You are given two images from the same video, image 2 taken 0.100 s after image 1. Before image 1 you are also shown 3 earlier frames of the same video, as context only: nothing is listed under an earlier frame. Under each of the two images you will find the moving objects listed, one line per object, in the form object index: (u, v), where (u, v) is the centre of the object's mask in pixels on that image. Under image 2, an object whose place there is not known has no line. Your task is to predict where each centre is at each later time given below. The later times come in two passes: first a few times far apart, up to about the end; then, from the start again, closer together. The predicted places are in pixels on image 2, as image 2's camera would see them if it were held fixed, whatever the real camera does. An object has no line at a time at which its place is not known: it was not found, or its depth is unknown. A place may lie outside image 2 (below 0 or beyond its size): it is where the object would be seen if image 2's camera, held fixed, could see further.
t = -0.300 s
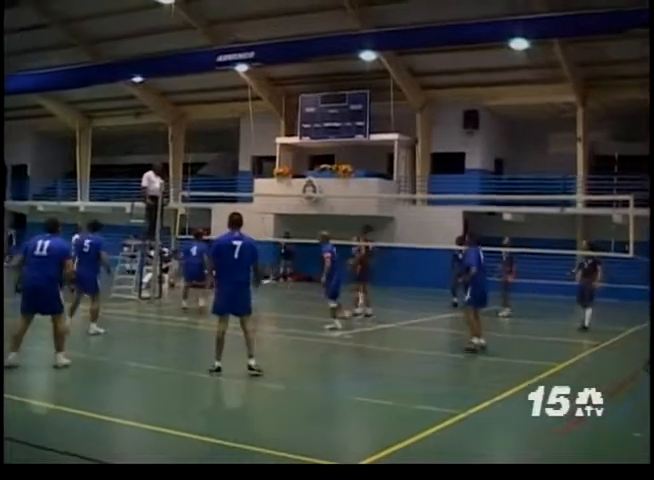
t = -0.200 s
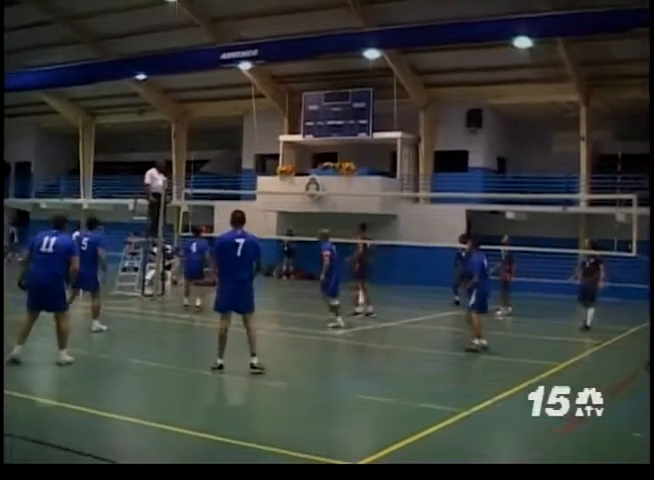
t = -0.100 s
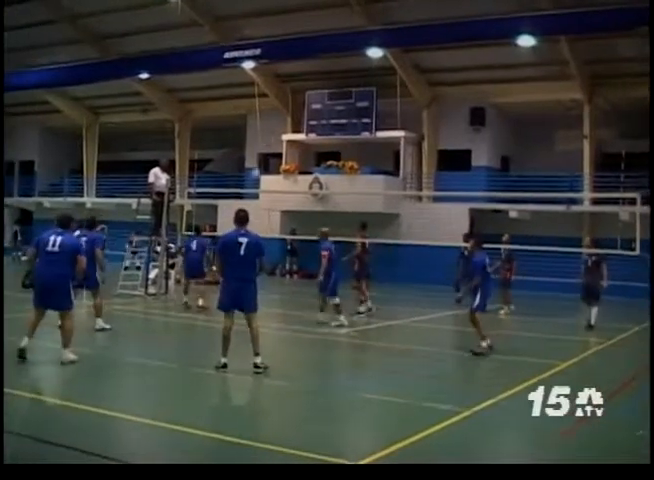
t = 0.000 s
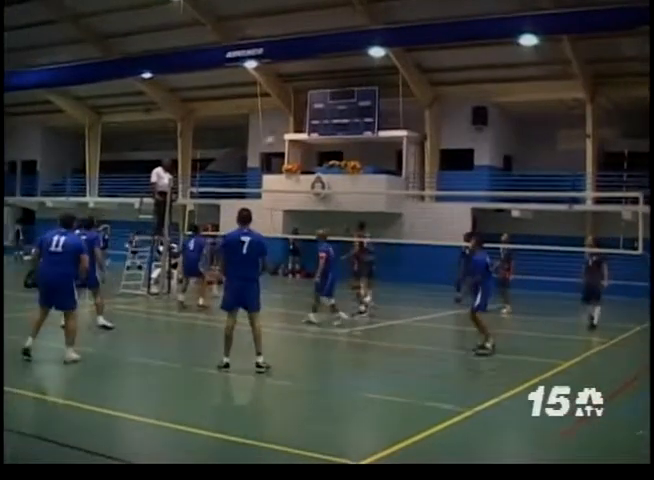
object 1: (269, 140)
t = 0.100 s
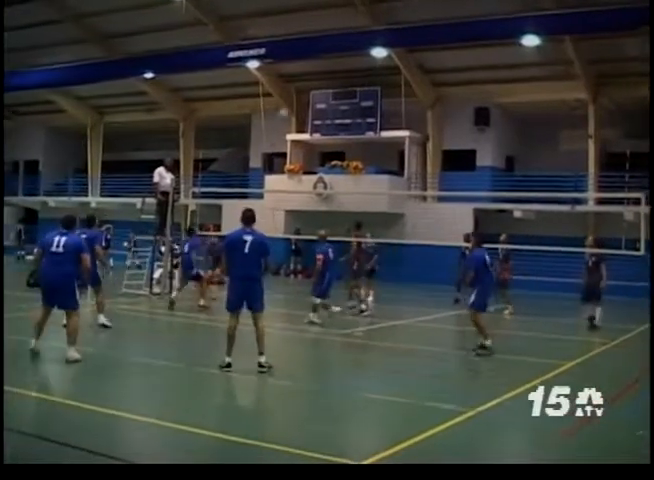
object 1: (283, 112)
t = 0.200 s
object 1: (297, 88)
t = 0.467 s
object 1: (335, 43)
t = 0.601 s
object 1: (355, 32)
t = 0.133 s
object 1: (289, 104)
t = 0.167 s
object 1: (293, 95)
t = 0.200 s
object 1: (297, 88)
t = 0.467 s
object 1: (335, 43)
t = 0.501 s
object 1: (341, 40)
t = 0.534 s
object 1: (345, 36)
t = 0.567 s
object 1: (350, 34)
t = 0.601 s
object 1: (355, 32)
